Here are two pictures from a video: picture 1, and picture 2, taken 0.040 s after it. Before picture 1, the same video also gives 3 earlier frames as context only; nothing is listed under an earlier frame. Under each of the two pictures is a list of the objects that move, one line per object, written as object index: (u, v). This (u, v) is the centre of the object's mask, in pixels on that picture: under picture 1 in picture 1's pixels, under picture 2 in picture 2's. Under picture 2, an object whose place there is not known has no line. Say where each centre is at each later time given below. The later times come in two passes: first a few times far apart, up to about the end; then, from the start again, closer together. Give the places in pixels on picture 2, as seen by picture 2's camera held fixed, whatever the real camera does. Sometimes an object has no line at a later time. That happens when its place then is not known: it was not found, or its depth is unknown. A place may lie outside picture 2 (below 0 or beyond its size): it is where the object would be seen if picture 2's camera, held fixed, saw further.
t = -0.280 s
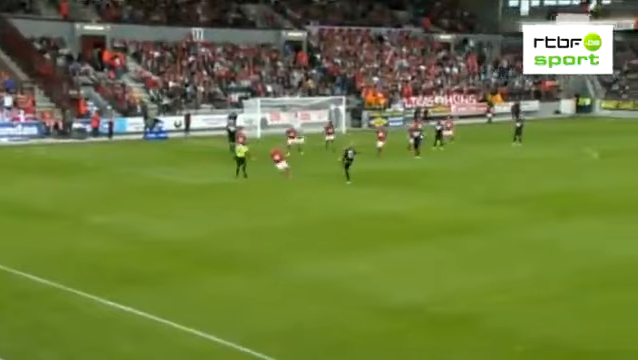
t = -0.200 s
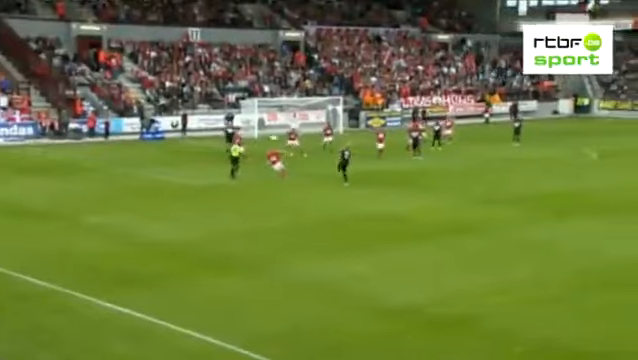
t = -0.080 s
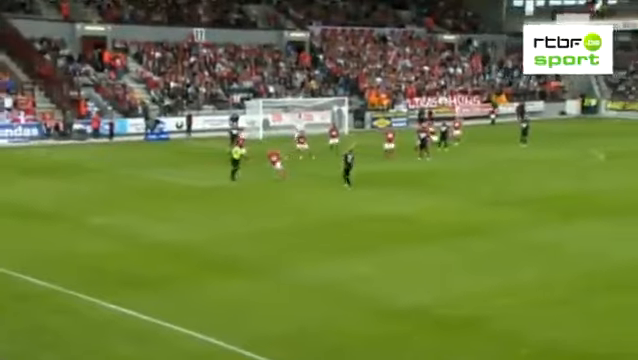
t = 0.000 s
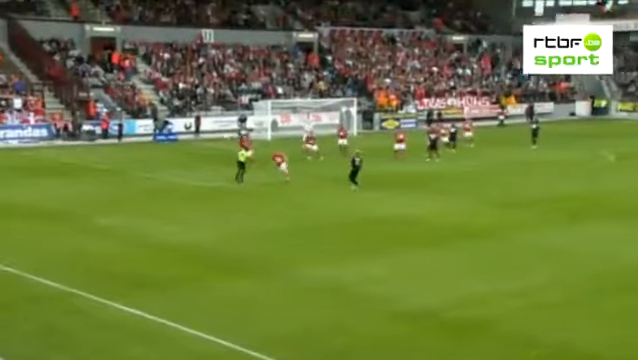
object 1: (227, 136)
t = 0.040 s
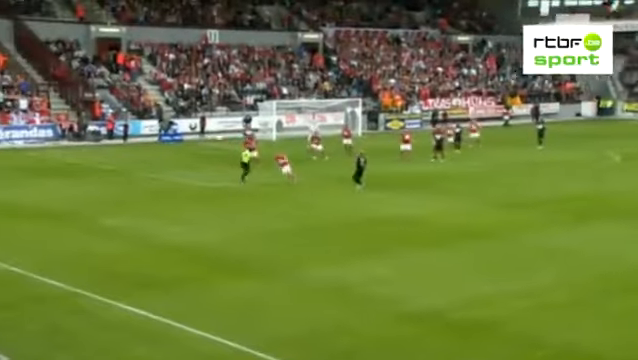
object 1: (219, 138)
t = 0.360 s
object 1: (116, 155)
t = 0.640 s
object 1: (38, 180)
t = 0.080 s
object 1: (207, 138)
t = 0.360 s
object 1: (116, 155)
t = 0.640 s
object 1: (38, 180)
